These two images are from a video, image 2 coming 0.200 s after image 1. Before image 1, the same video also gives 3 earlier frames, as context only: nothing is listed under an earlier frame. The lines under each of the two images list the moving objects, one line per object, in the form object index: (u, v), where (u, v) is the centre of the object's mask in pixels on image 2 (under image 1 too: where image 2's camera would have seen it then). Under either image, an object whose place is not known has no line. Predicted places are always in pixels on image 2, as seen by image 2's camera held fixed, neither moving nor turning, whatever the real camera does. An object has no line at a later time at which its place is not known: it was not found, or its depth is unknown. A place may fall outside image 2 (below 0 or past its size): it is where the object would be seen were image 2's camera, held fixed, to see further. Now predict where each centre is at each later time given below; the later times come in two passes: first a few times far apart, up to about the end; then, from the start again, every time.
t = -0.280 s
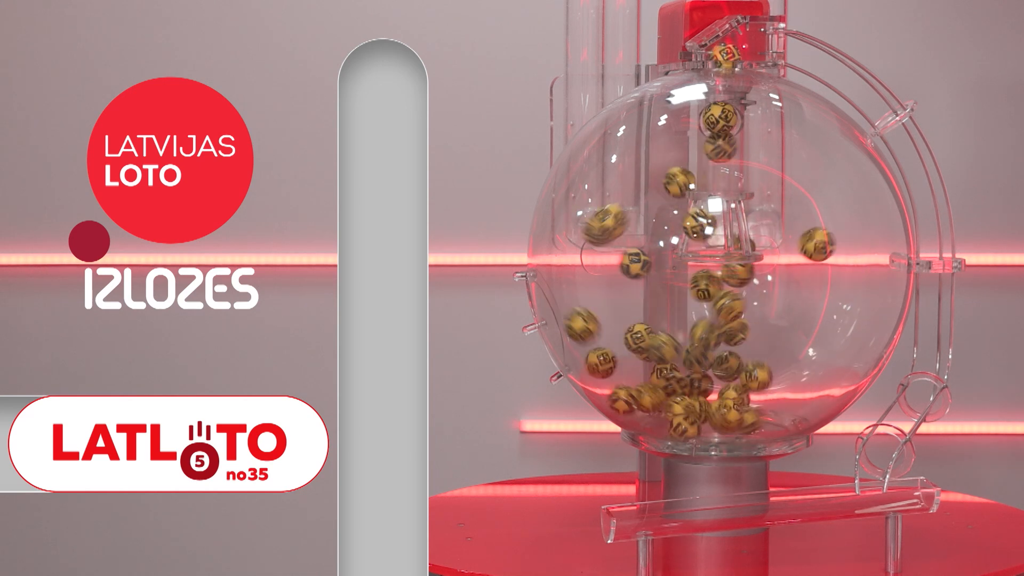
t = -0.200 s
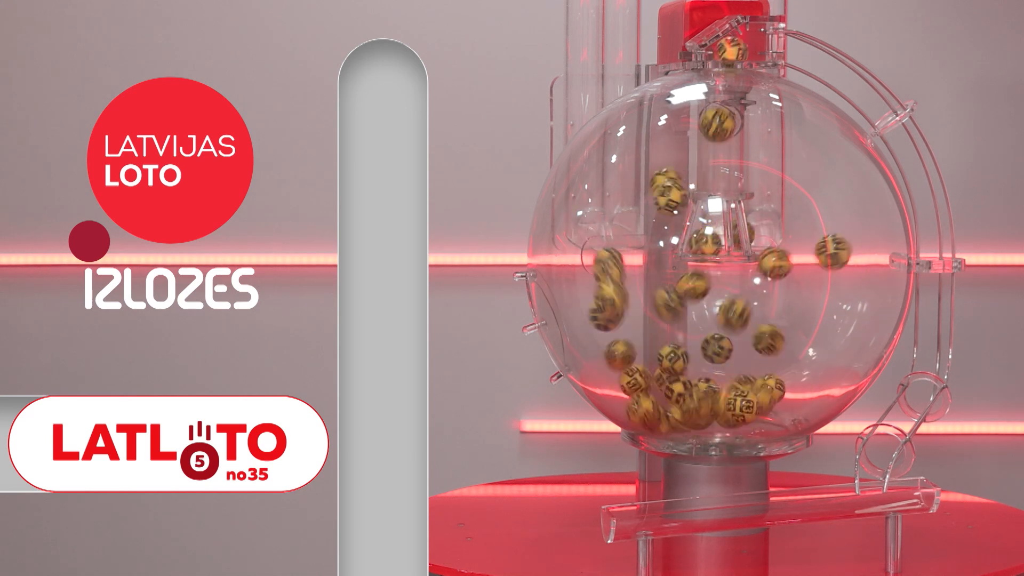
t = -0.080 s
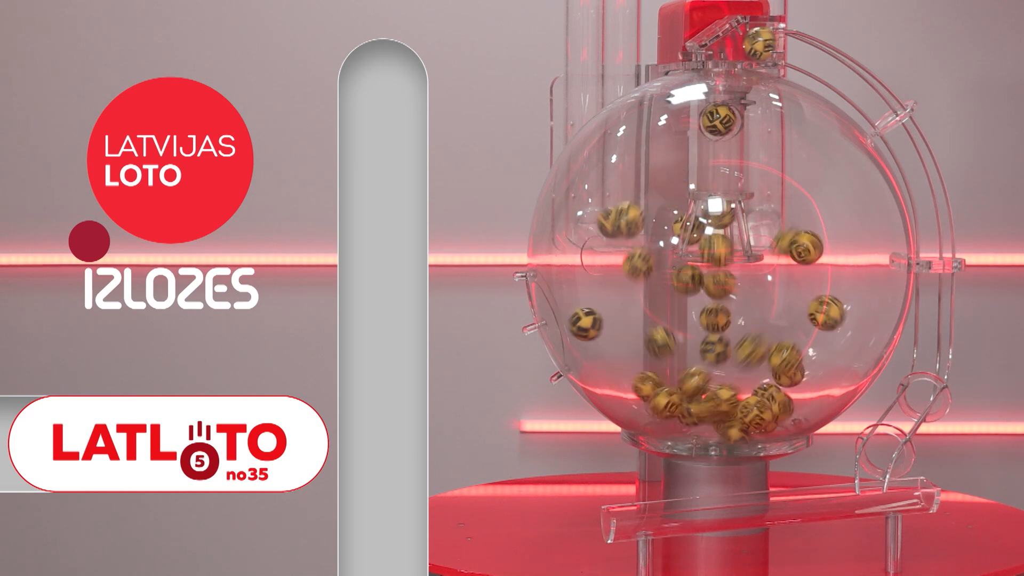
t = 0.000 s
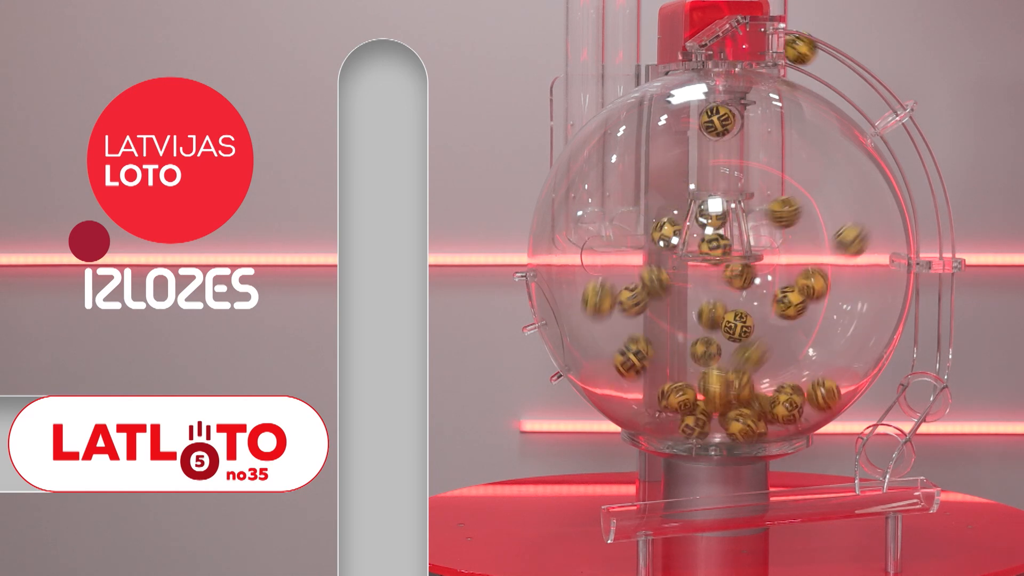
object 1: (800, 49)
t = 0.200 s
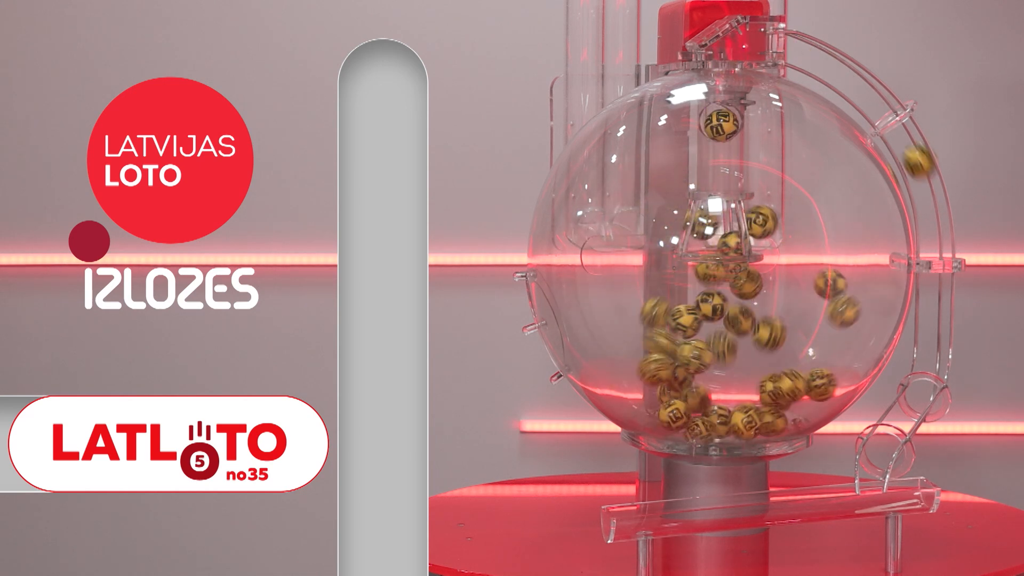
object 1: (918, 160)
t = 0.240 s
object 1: (934, 209)
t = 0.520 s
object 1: (916, 407)
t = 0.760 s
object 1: (874, 467)
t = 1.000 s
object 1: (838, 496)
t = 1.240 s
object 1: (797, 500)
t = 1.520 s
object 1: (734, 505)
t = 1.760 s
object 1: (665, 512)
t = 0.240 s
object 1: (934, 209)
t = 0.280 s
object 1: (938, 259)
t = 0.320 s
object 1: (936, 288)
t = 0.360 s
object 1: (936, 313)
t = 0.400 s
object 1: (934, 344)
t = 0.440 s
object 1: (928, 380)
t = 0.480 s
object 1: (920, 395)
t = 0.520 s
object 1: (916, 407)
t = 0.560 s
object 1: (911, 418)
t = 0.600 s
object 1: (899, 426)
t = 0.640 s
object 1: (888, 439)
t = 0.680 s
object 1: (883, 448)
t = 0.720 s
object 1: (879, 456)
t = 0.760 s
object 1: (874, 467)
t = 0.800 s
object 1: (867, 488)
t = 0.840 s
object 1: (860, 489)
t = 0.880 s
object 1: (854, 493)
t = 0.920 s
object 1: (850, 495)
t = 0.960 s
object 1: (844, 496)
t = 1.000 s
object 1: (838, 496)
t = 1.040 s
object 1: (832, 497)
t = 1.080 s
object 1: (826, 497)
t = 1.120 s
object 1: (819, 498)
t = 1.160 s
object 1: (812, 499)
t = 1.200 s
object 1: (805, 499)
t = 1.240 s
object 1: (797, 500)
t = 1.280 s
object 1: (789, 501)
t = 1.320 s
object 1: (782, 501)
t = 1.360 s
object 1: (773, 503)
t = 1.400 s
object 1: (764, 503)
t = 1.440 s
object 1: (755, 504)
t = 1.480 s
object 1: (745, 505)
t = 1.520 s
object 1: (734, 505)
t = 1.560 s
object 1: (723, 506)
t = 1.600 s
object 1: (712, 508)
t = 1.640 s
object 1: (699, 508)
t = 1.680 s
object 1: (689, 510)
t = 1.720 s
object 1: (677, 511)
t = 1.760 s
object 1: (665, 512)
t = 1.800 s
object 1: (653, 513)
